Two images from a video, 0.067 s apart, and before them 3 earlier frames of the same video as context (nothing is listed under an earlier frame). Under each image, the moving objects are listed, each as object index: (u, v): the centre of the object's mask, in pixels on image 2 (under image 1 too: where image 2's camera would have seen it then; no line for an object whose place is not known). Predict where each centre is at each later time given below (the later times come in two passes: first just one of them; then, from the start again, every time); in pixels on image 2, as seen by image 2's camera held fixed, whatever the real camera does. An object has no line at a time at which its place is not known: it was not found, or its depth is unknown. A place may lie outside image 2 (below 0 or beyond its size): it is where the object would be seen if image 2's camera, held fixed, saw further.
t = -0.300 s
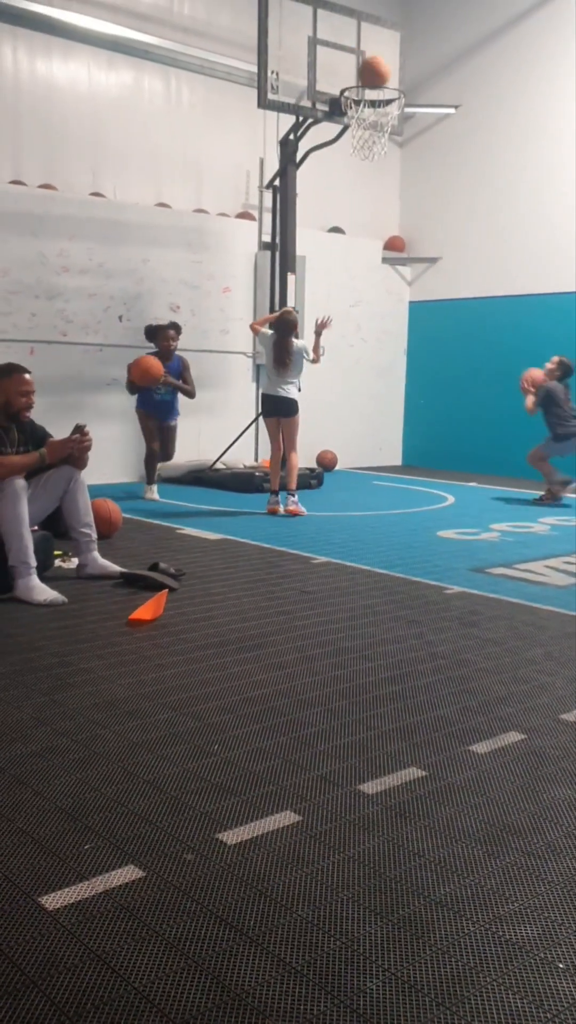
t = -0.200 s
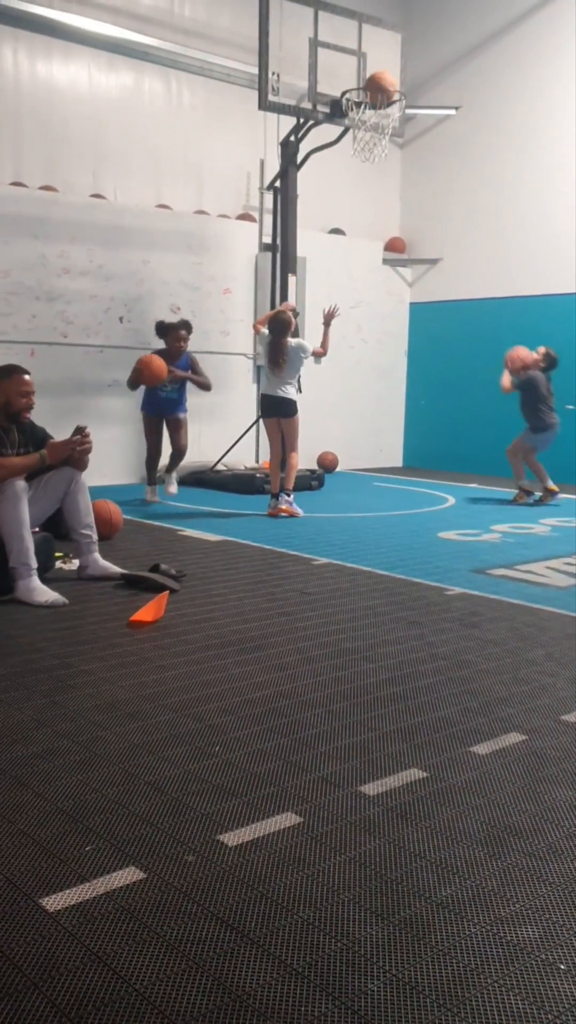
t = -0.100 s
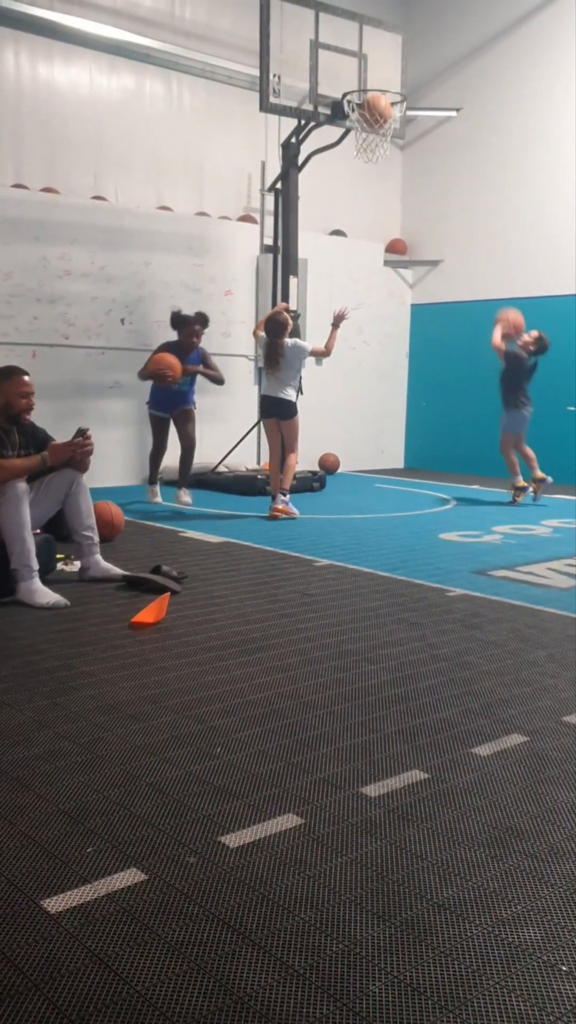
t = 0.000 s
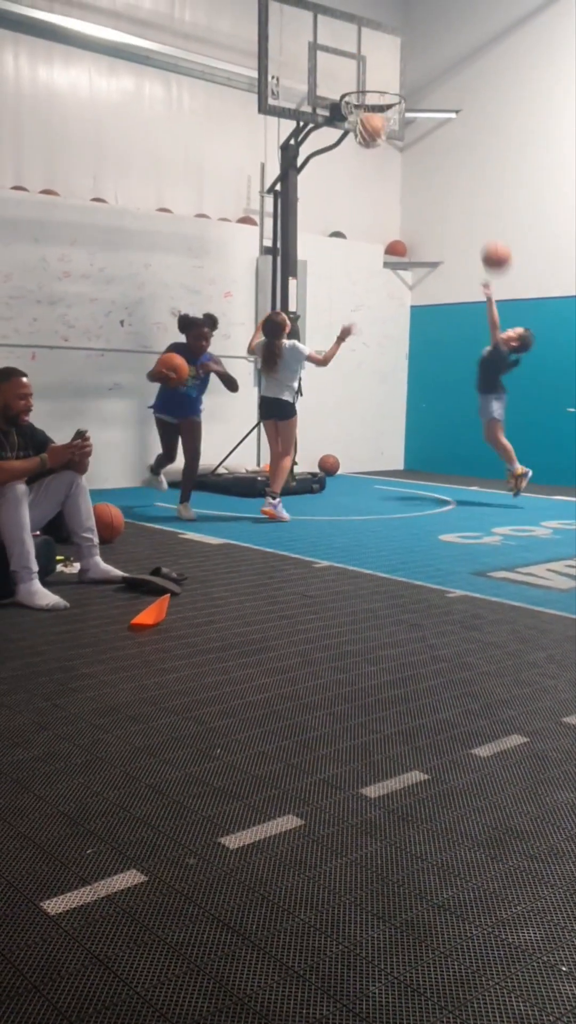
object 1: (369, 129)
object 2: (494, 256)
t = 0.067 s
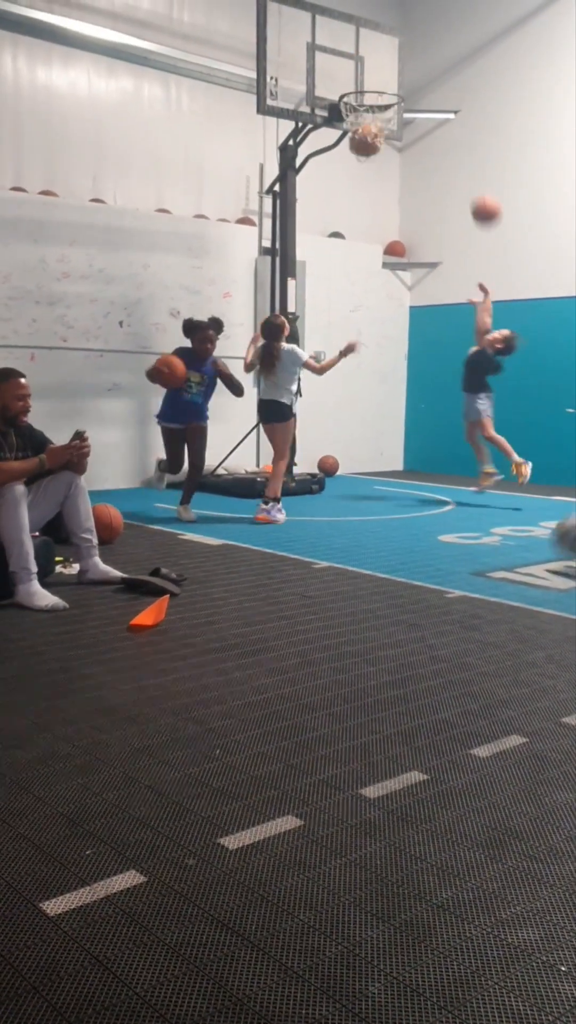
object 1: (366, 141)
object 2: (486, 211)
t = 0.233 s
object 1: (359, 181)
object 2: (462, 116)
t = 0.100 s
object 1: (363, 147)
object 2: (481, 189)
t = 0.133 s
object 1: (363, 153)
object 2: (476, 169)
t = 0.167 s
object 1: (362, 160)
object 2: (472, 149)
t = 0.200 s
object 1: (360, 170)
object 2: (466, 132)
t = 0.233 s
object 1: (359, 181)
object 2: (462, 116)
